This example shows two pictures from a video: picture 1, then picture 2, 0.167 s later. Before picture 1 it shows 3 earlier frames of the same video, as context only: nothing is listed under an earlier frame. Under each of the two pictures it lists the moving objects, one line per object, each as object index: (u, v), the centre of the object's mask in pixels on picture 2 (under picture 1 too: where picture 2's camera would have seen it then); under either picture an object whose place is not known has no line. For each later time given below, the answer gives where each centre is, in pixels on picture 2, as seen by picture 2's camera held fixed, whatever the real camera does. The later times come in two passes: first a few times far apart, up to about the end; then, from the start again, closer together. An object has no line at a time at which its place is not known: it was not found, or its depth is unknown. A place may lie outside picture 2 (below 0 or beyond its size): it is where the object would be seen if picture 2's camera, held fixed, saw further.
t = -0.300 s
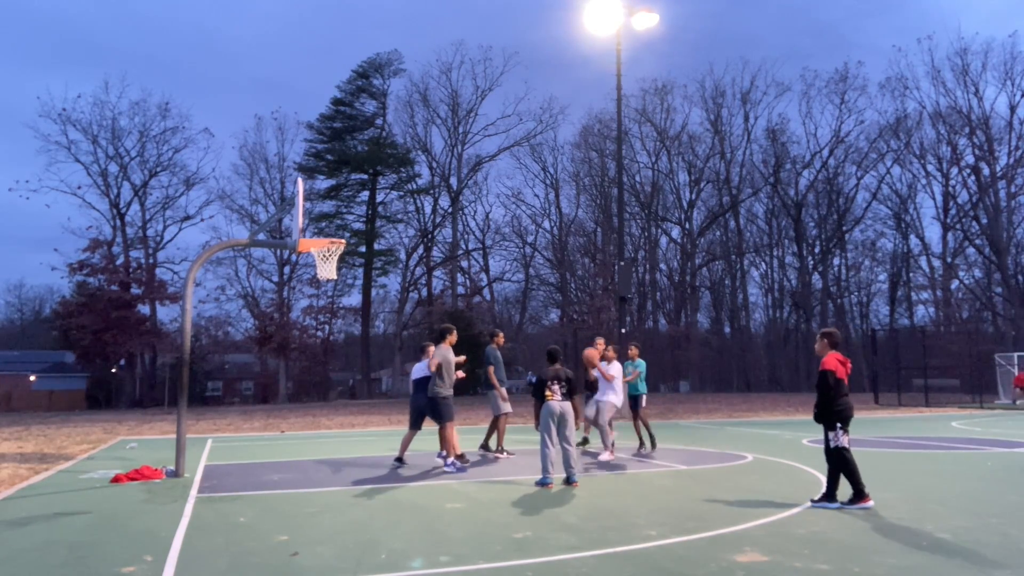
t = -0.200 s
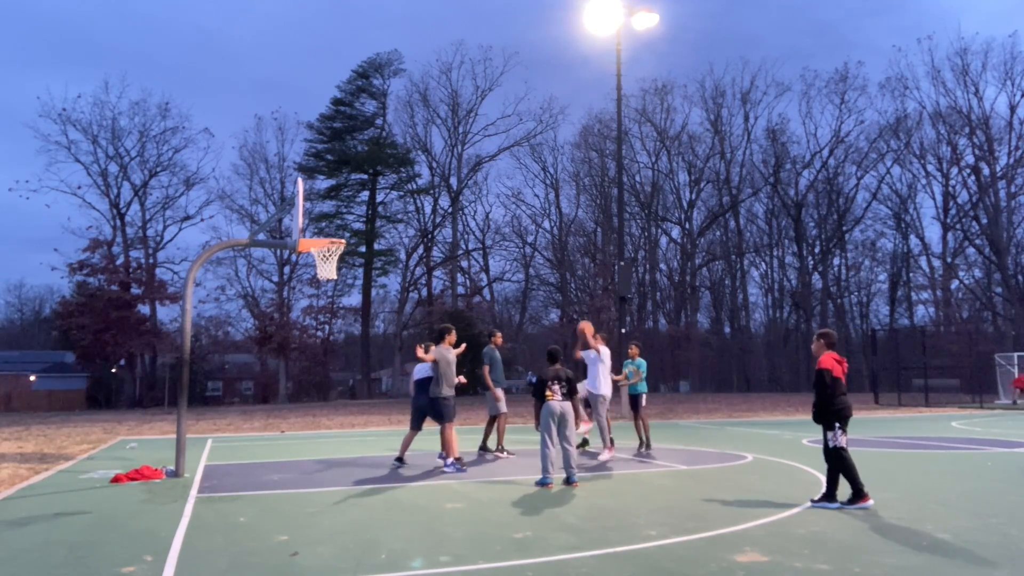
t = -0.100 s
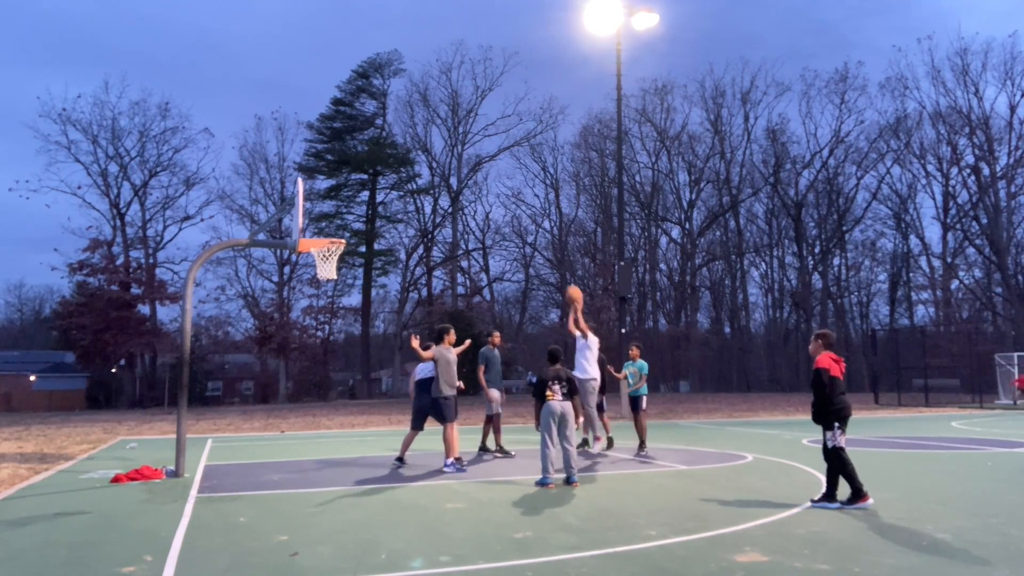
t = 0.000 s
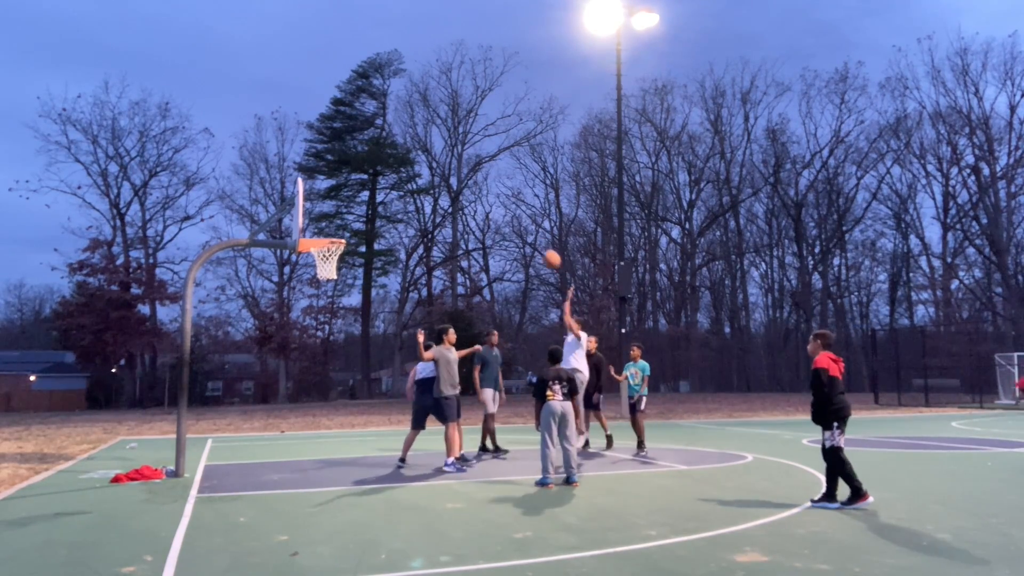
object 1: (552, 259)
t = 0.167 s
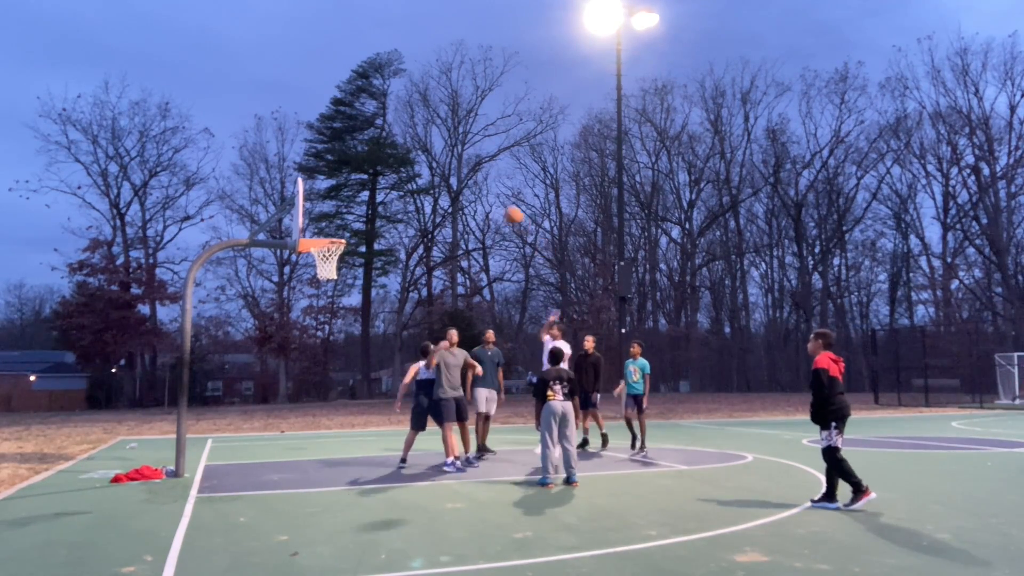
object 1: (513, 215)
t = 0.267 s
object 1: (491, 198)
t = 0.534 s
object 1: (432, 186)
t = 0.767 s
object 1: (379, 213)
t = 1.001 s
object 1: (364, 271)
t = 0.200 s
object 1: (506, 209)
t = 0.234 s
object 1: (499, 203)
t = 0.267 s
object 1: (491, 198)
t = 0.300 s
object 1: (484, 194)
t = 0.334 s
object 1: (477, 190)
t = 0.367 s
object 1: (469, 188)
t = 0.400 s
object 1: (461, 186)
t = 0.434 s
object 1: (454, 184)
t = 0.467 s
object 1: (447, 184)
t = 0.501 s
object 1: (440, 184)
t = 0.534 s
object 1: (432, 186)
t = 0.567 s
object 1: (425, 187)
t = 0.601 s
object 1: (417, 189)
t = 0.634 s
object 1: (410, 193)
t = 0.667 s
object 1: (402, 197)
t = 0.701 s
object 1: (394, 202)
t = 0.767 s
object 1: (379, 213)
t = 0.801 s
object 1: (372, 220)
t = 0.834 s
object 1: (364, 229)
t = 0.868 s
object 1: (357, 237)
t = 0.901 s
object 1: (352, 246)
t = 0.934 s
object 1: (355, 253)
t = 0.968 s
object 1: (359, 262)
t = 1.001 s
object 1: (364, 271)
